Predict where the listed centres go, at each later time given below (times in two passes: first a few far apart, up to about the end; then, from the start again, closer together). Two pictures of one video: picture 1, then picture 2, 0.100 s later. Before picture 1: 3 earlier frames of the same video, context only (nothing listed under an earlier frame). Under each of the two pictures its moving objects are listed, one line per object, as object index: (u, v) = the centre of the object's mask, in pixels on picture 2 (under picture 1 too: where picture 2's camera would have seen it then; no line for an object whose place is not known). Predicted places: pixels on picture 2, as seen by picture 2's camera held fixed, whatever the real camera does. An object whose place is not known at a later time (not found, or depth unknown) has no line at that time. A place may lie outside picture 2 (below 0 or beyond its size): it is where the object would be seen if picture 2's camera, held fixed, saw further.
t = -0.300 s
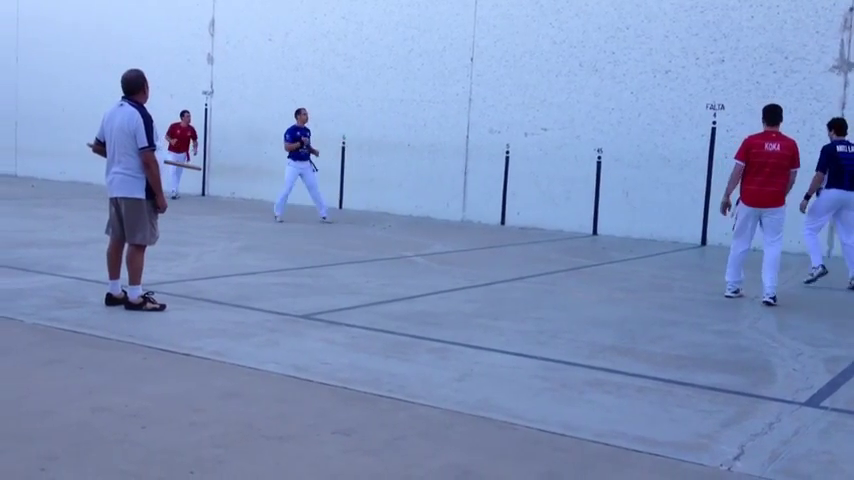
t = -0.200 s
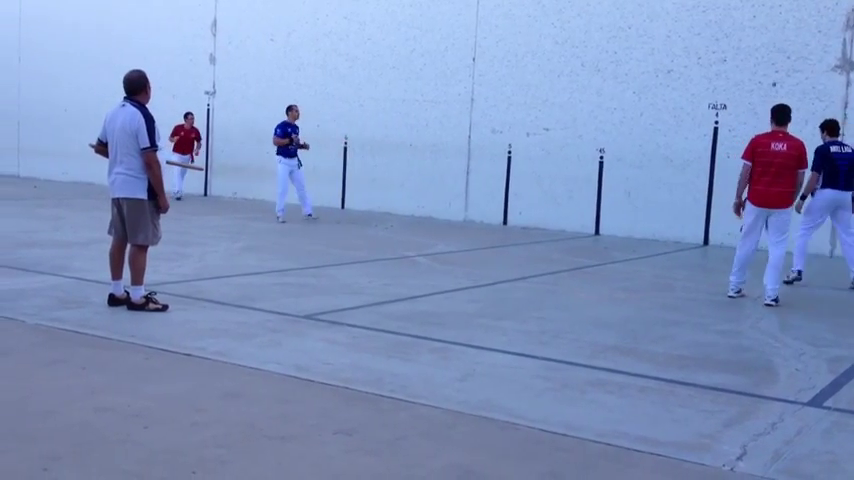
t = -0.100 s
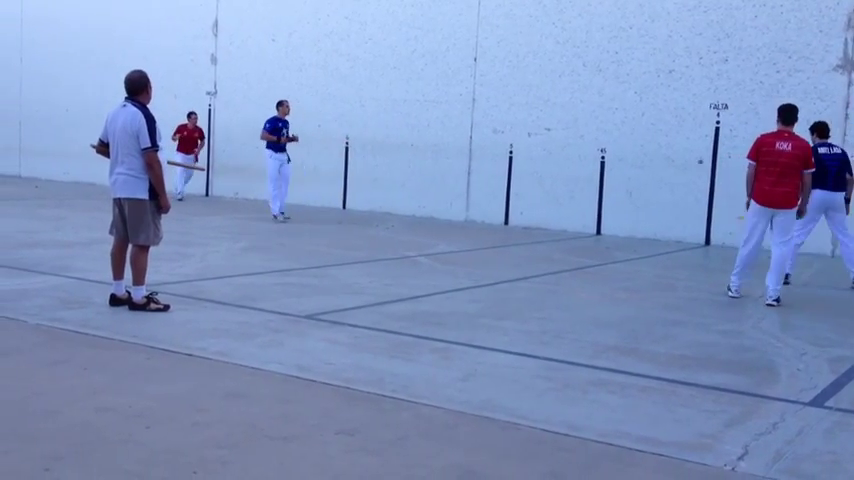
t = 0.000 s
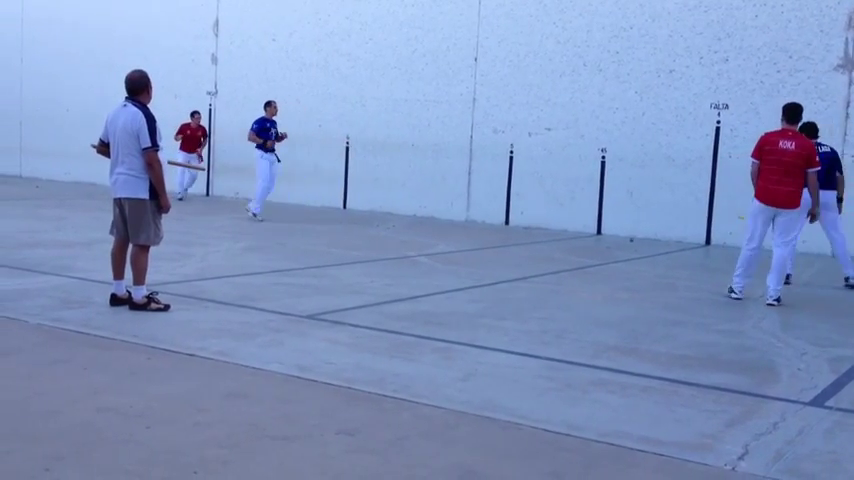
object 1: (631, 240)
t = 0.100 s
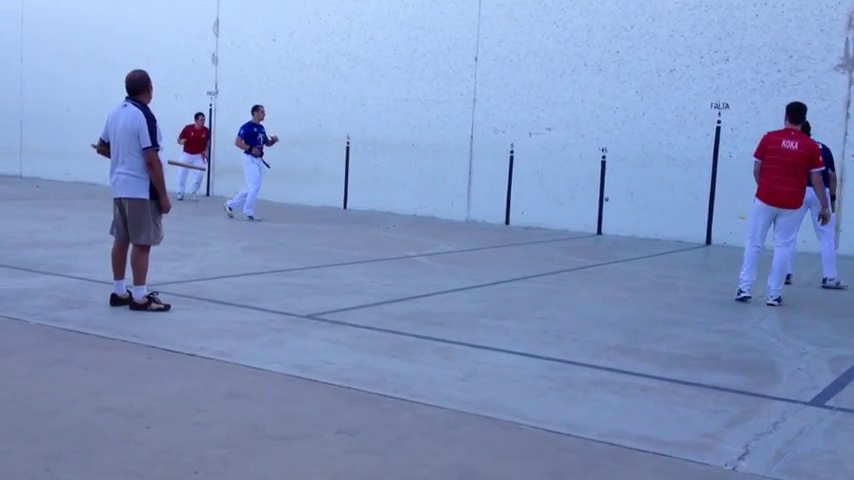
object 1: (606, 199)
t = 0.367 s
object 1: (545, 106)
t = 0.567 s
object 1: (497, 67)
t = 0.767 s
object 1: (449, 56)
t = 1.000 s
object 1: (395, 76)
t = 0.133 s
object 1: (598, 186)
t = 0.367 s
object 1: (545, 106)
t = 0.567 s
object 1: (497, 67)
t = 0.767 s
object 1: (449, 56)
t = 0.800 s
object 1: (442, 57)
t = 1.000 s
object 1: (395, 76)
